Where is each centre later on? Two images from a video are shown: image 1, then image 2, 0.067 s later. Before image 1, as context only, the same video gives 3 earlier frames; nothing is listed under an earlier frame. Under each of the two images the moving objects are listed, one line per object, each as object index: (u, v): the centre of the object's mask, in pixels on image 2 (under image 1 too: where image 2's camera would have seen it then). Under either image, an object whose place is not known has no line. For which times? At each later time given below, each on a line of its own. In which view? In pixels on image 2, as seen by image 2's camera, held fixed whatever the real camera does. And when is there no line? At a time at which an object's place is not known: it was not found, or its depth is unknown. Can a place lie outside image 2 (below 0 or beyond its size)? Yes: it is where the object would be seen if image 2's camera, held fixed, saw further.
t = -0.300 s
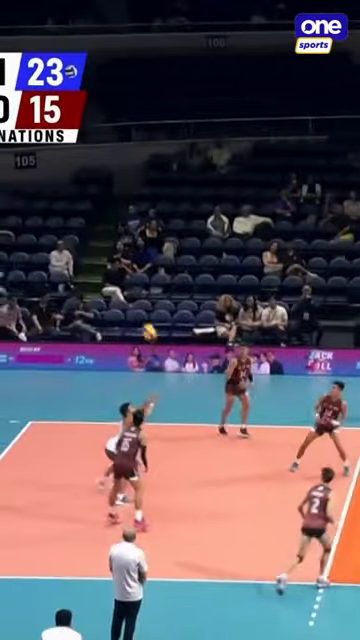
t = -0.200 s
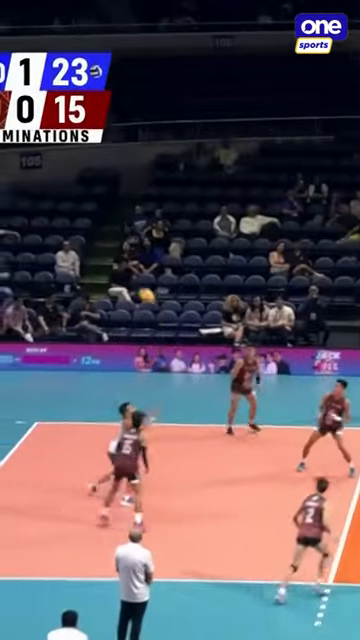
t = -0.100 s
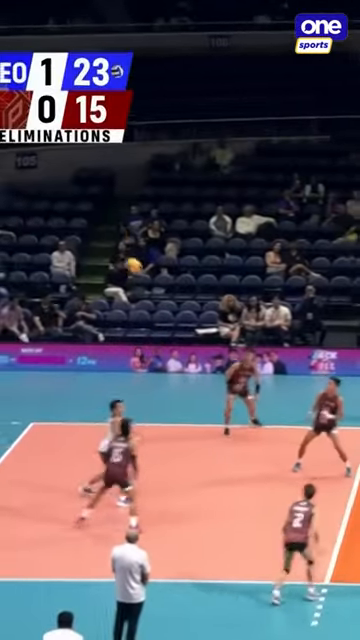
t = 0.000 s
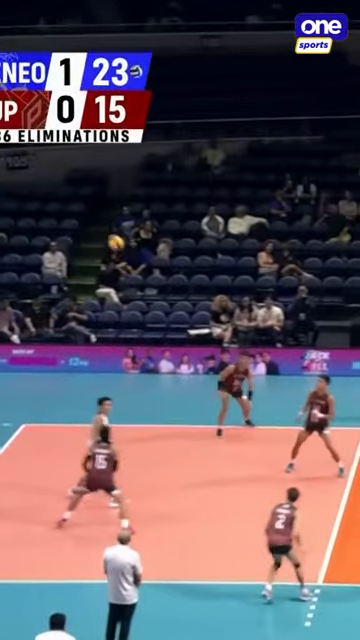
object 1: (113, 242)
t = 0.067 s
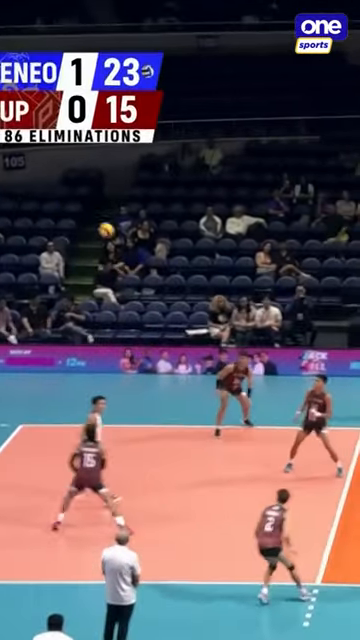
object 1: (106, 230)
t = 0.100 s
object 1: (103, 224)
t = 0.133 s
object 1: (100, 220)
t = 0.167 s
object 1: (97, 216)
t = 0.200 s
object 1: (93, 213)
